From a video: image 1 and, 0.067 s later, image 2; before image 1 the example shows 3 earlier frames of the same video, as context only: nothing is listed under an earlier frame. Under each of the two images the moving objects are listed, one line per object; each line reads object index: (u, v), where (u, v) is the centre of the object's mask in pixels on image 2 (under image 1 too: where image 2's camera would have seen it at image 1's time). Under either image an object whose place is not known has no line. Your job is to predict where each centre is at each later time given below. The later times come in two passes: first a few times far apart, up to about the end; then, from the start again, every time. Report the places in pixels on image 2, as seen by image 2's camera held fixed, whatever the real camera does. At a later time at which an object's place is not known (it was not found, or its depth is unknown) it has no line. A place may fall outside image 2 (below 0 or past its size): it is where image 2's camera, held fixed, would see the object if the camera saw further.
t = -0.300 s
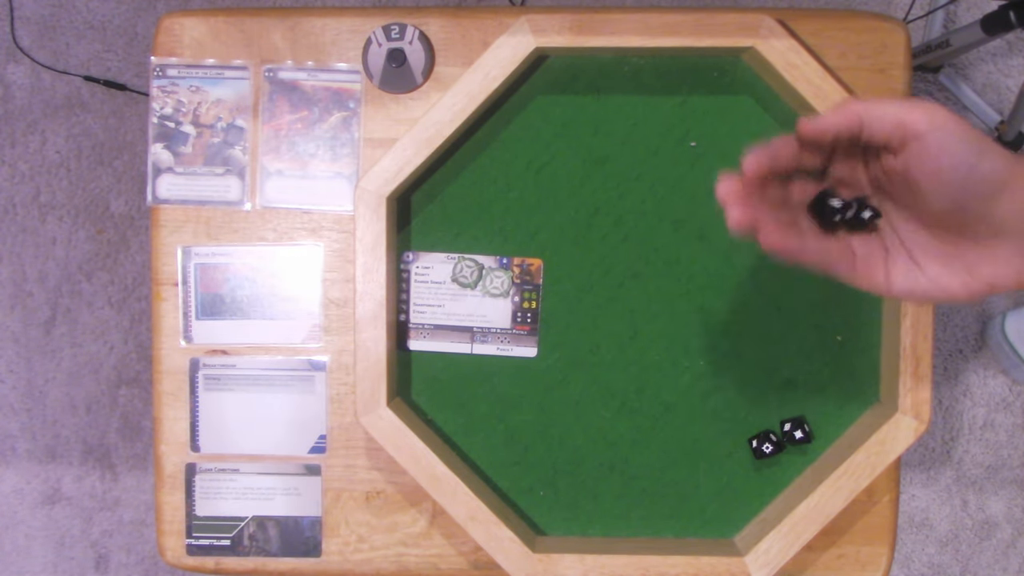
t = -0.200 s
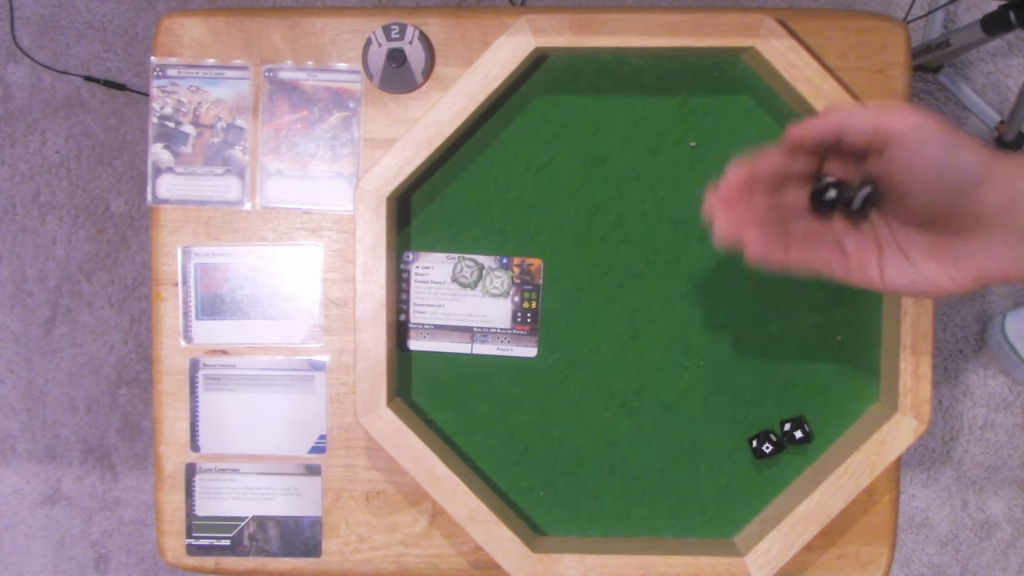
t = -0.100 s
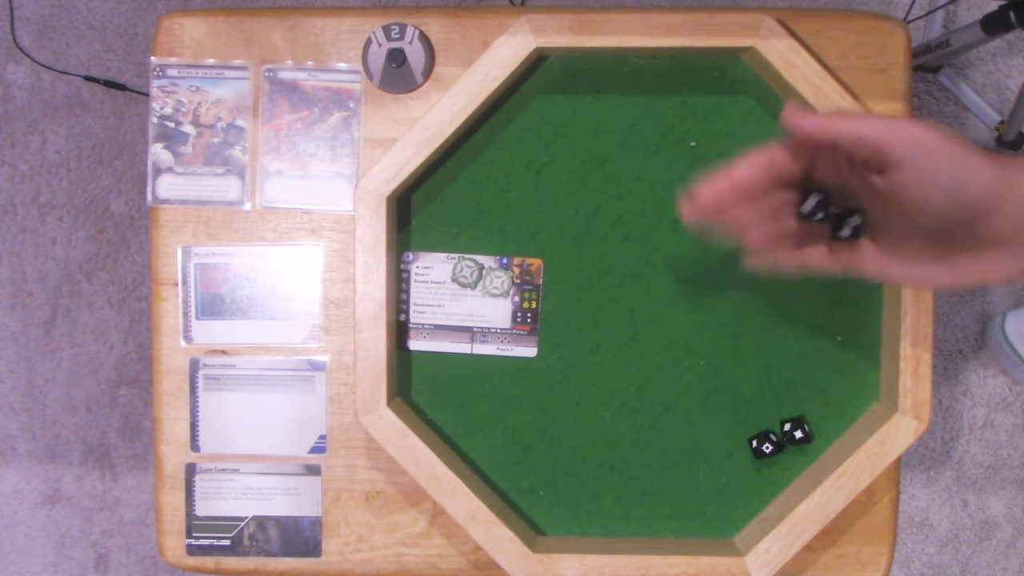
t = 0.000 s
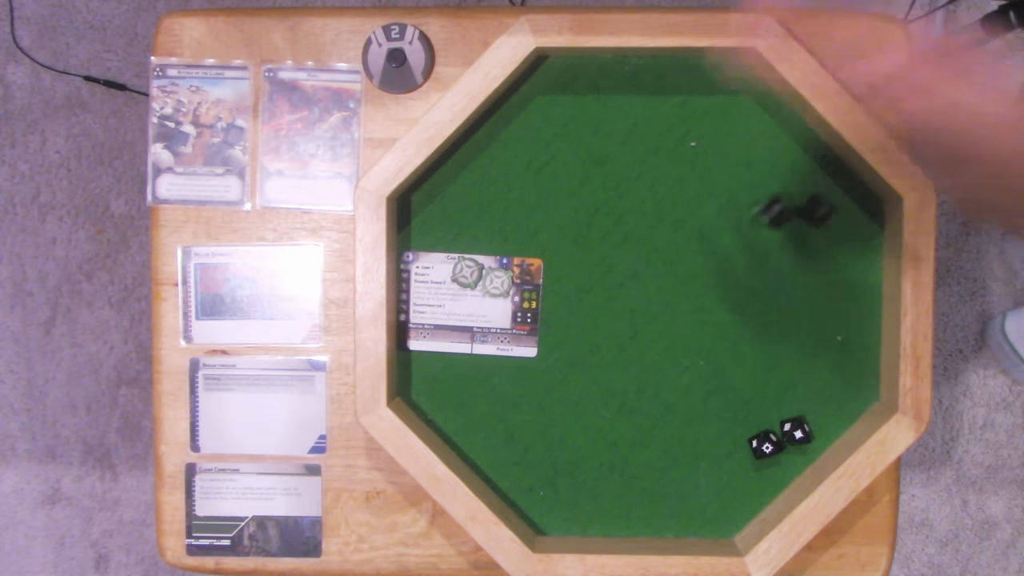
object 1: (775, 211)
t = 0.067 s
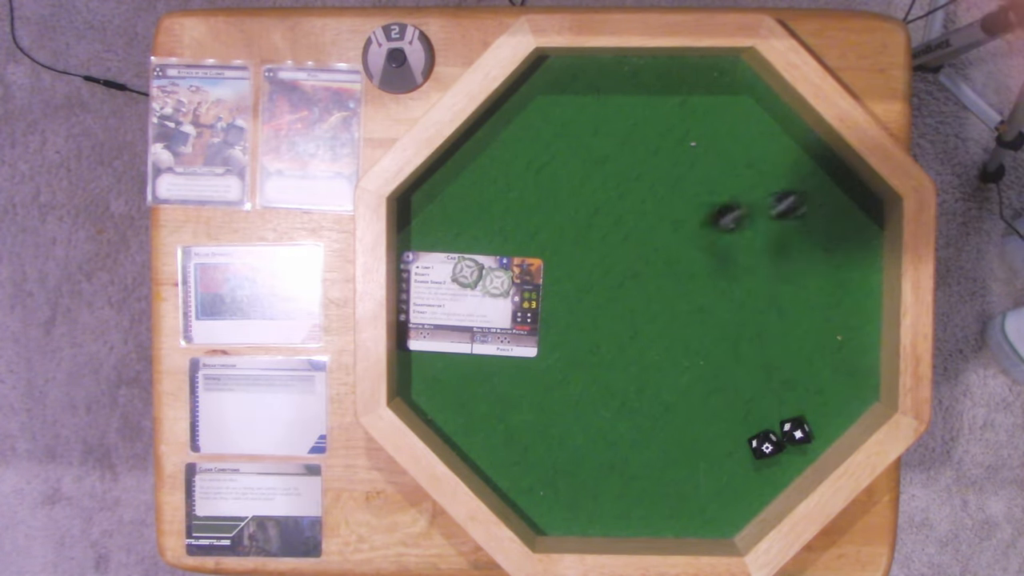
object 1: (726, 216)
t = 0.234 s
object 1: (649, 332)
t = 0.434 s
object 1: (602, 438)
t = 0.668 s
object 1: (599, 445)
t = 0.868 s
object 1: (598, 445)
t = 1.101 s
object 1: (598, 445)
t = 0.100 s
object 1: (704, 227)
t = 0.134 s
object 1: (692, 257)
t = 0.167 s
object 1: (680, 281)
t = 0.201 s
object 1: (664, 308)
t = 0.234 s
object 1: (649, 332)
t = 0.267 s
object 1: (635, 353)
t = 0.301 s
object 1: (622, 373)
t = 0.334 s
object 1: (611, 394)
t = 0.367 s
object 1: (606, 410)
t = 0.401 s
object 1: (605, 427)
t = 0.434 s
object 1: (602, 438)
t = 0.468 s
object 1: (599, 445)
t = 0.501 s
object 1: (596, 447)
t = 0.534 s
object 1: (597, 447)
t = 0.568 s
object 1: (599, 445)
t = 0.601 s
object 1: (599, 445)
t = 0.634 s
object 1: (598, 446)
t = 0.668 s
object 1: (599, 445)
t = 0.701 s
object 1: (599, 445)
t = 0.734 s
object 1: (598, 445)
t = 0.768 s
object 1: (598, 445)
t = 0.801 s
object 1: (598, 445)
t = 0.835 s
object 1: (598, 445)
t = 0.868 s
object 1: (598, 445)
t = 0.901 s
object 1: (598, 445)
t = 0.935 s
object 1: (598, 445)
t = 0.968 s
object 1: (598, 445)
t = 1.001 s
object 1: (598, 445)
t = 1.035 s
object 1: (599, 445)
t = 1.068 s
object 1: (598, 445)
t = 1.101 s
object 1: (598, 445)
